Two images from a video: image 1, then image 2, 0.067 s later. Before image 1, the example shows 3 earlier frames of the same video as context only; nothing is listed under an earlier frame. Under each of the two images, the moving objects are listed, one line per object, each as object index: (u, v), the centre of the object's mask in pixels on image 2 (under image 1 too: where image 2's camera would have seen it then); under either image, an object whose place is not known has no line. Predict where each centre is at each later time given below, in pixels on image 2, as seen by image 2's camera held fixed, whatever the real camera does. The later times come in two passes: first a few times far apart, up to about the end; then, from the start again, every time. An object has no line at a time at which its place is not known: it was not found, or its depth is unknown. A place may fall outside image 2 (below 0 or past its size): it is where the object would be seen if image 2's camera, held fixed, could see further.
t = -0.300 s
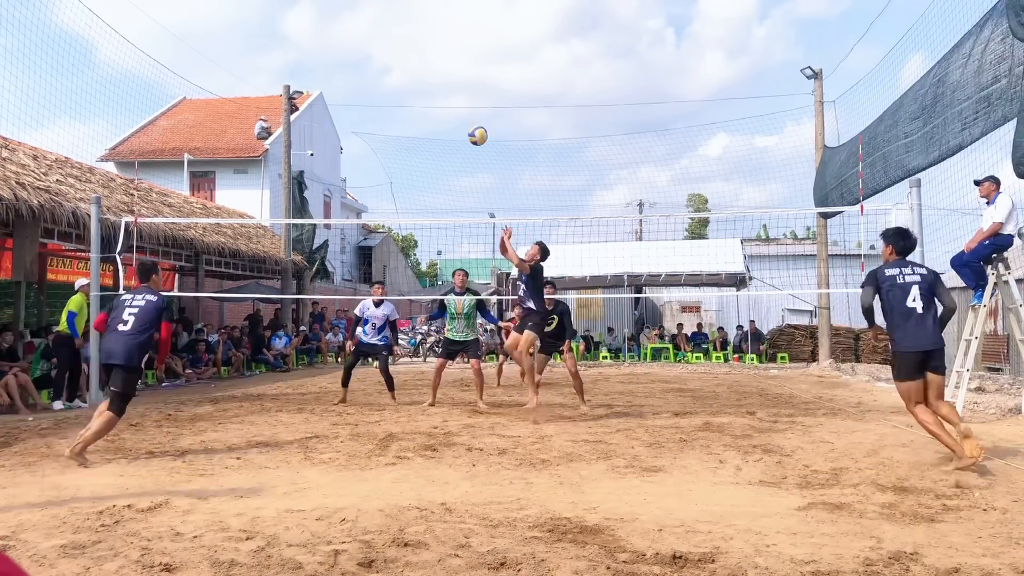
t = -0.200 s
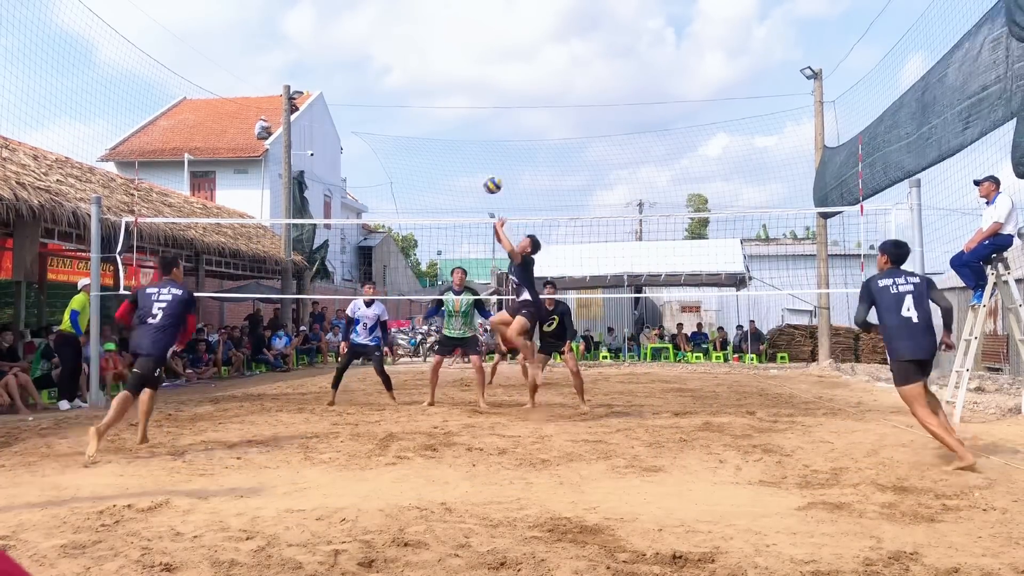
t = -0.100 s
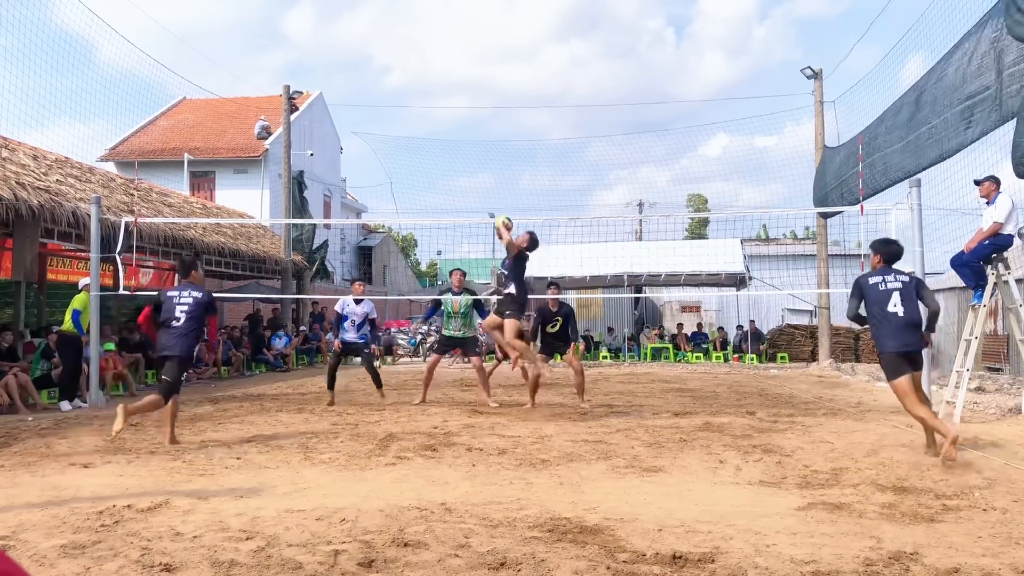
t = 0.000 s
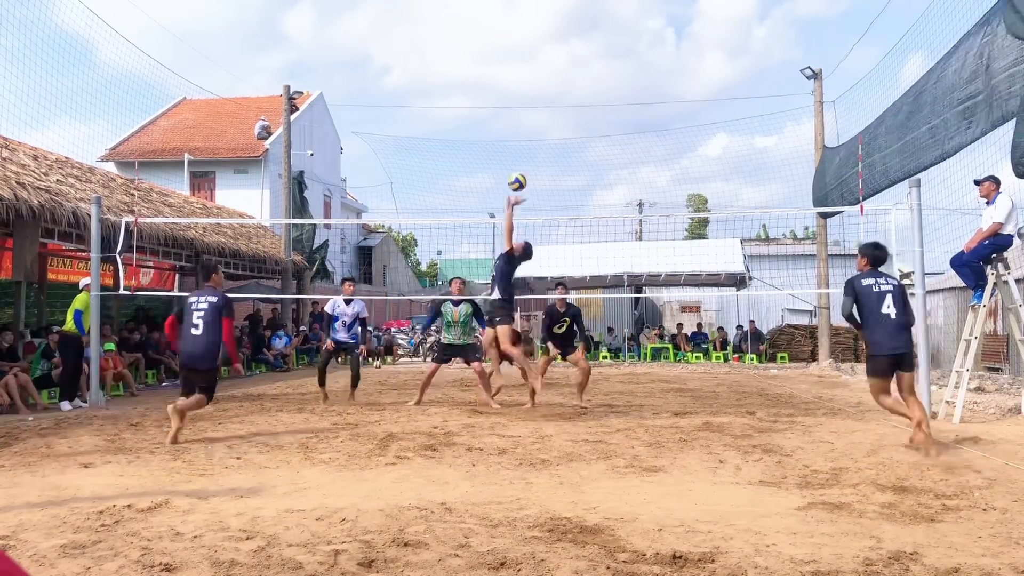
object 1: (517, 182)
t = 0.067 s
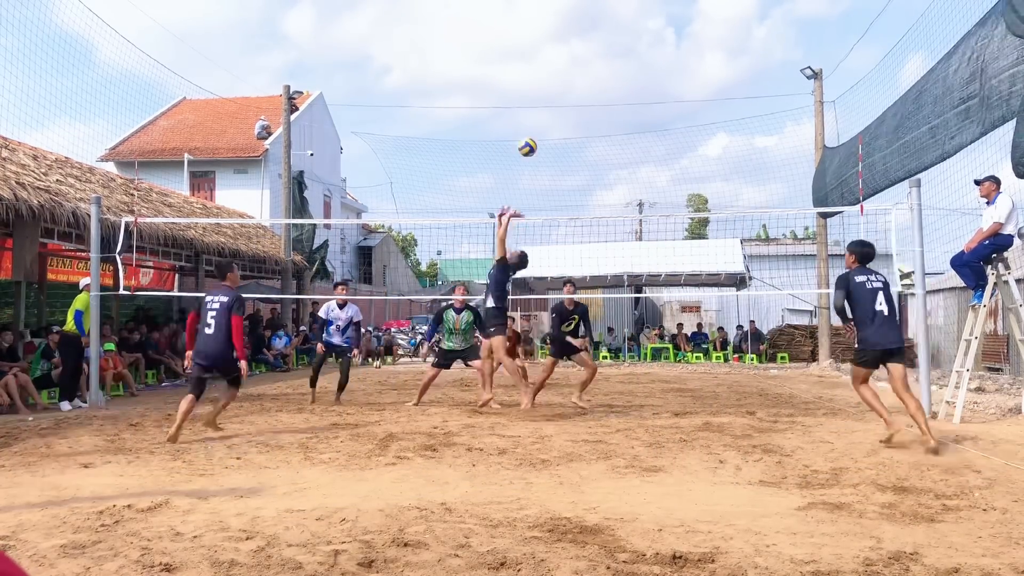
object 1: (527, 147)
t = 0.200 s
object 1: (549, 89)
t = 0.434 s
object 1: (584, 25)
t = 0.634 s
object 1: (615, 9)
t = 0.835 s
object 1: (645, 29)
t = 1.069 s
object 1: (681, 98)
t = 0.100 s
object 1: (533, 132)
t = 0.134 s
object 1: (538, 117)
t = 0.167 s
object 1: (543, 102)
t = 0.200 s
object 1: (549, 89)
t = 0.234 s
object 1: (554, 77)
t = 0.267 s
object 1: (559, 66)
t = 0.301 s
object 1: (564, 56)
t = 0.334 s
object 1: (569, 47)
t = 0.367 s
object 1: (574, 38)
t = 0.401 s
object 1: (580, 31)
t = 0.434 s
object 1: (584, 25)
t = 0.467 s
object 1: (590, 20)
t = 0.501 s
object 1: (595, 16)
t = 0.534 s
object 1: (600, 12)
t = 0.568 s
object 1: (605, 10)
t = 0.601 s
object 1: (610, 9)
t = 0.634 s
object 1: (615, 9)
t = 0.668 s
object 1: (620, 9)
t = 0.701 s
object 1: (625, 11)
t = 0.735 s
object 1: (630, 14)
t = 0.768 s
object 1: (635, 18)
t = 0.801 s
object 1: (640, 23)
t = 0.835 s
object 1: (645, 29)
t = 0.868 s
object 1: (650, 36)
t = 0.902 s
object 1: (655, 44)
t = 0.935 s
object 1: (661, 53)
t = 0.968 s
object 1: (665, 63)
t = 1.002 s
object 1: (670, 73)
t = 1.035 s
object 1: (676, 85)
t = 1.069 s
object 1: (681, 98)
